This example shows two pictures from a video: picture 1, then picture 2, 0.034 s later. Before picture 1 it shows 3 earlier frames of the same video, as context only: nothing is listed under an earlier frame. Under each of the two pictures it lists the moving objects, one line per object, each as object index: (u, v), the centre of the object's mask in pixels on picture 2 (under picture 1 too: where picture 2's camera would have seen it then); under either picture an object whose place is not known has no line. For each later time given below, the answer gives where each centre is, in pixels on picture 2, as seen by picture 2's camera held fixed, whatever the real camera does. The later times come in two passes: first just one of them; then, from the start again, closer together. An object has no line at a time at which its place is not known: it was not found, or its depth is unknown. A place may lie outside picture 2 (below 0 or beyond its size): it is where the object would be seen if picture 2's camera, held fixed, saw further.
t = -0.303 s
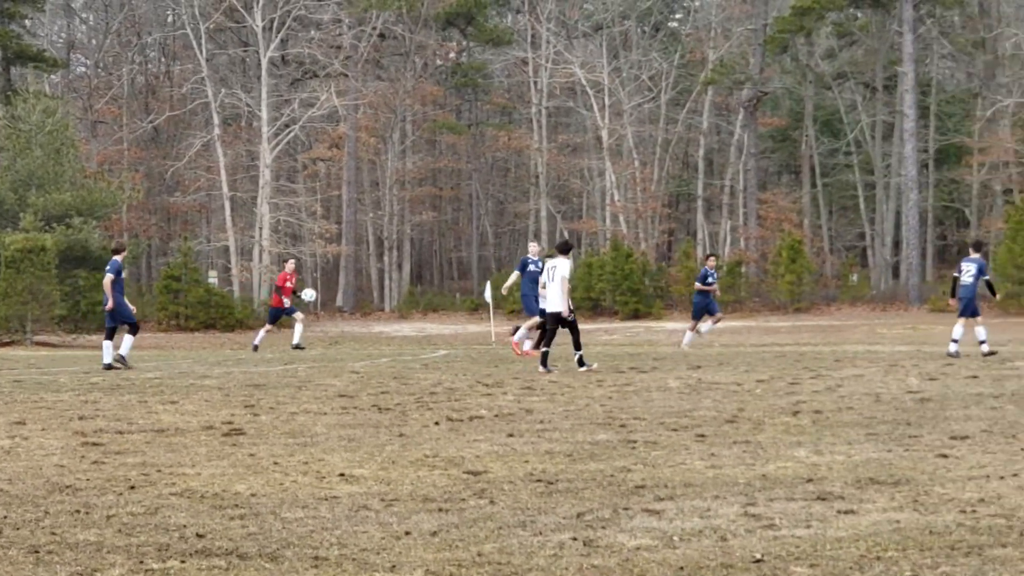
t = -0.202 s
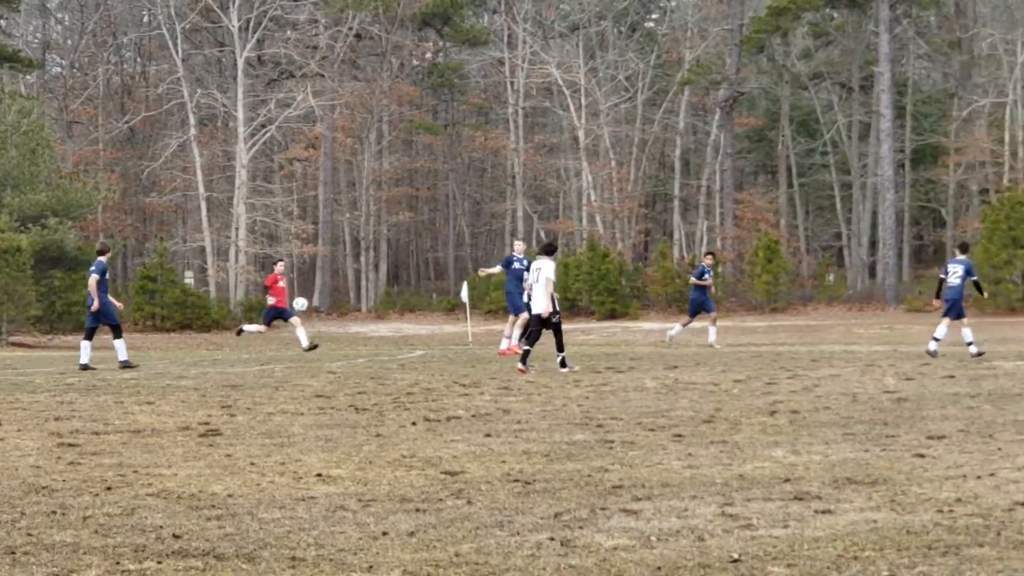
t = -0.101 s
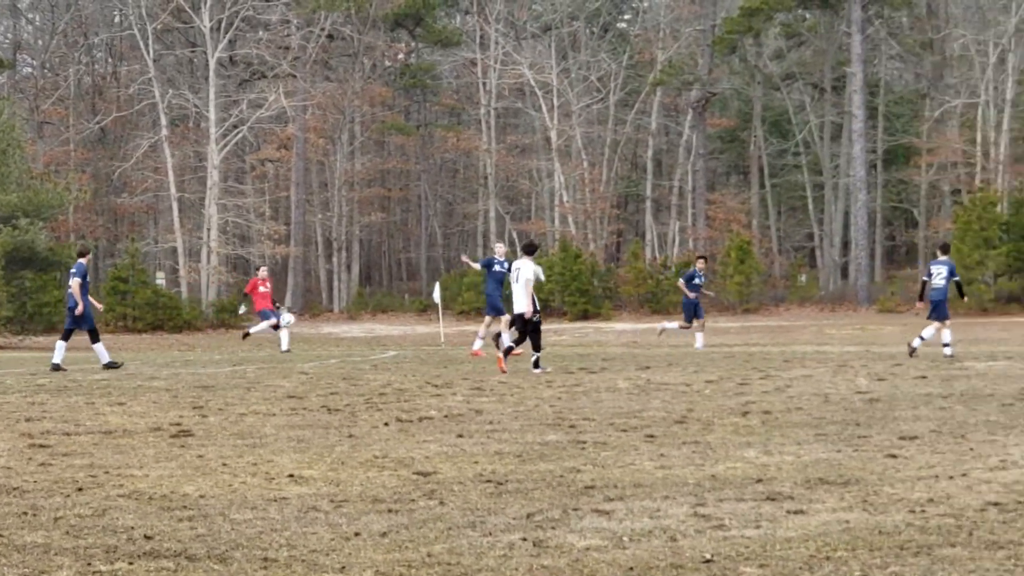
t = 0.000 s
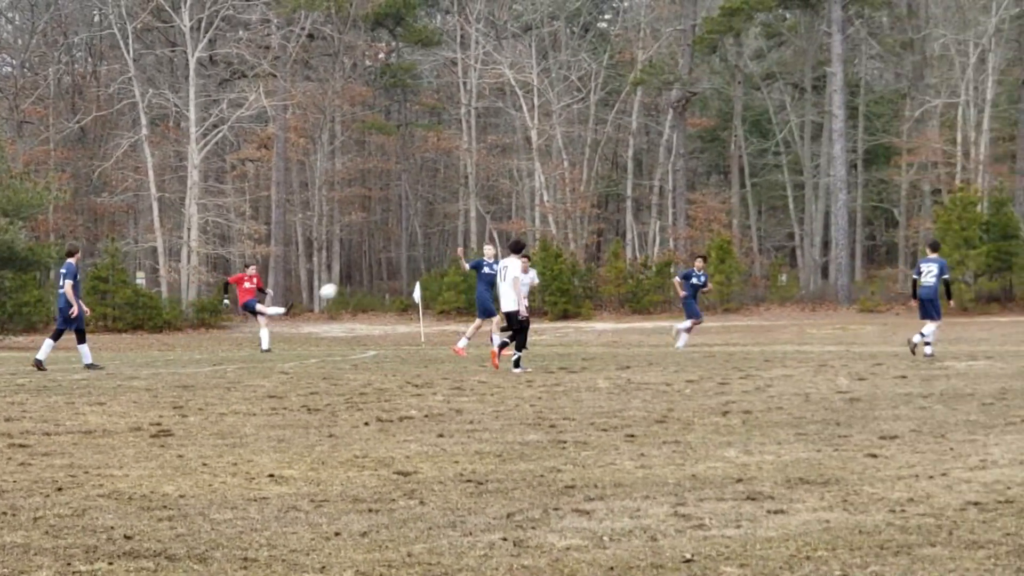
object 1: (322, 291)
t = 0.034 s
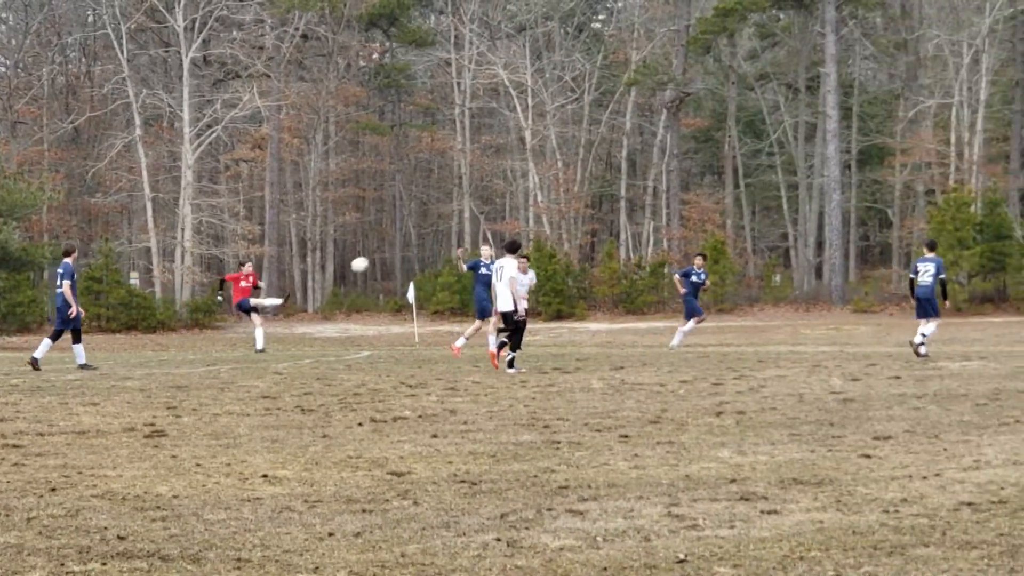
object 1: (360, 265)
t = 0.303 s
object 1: (657, 87)
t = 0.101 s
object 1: (434, 214)
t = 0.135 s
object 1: (471, 190)
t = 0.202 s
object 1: (545, 146)
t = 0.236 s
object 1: (582, 125)
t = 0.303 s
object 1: (657, 87)
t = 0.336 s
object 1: (694, 70)
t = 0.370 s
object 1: (730, 53)
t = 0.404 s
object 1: (767, 37)
